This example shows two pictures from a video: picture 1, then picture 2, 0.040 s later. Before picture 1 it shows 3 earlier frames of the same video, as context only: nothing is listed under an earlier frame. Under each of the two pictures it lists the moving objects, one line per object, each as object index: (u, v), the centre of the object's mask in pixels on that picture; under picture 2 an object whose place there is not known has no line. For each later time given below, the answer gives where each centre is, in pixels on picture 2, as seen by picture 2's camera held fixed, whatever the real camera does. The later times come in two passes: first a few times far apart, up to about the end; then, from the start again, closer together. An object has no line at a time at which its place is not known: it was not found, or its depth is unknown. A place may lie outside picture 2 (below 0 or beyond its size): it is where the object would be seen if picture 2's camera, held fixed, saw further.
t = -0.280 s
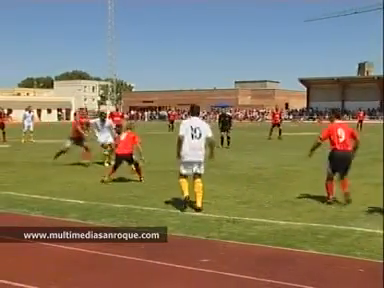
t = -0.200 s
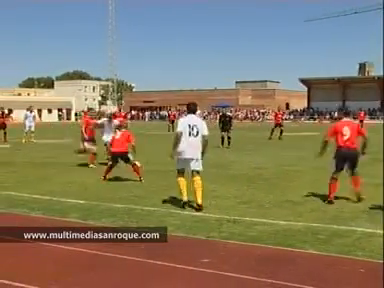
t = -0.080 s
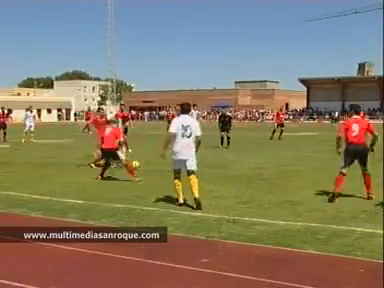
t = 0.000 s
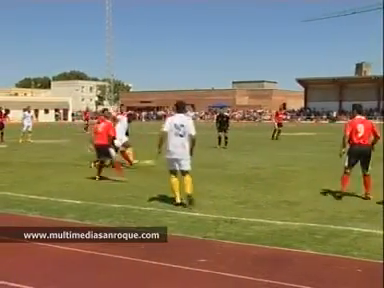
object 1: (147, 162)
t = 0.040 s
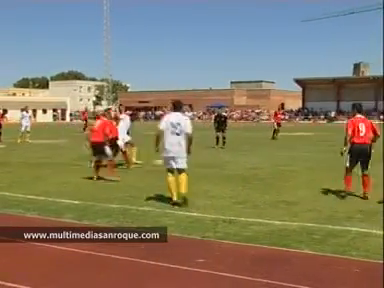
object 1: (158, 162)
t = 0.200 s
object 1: (218, 166)
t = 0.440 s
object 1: (294, 169)
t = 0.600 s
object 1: (343, 174)
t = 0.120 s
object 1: (189, 163)
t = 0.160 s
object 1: (203, 164)
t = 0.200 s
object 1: (218, 166)
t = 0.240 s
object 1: (232, 170)
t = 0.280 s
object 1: (246, 170)
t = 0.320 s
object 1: (258, 169)
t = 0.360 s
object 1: (270, 168)
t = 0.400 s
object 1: (282, 168)
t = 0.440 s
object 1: (294, 169)
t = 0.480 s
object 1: (306, 171)
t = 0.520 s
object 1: (318, 174)
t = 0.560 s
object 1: (331, 175)
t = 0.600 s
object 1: (343, 174)
